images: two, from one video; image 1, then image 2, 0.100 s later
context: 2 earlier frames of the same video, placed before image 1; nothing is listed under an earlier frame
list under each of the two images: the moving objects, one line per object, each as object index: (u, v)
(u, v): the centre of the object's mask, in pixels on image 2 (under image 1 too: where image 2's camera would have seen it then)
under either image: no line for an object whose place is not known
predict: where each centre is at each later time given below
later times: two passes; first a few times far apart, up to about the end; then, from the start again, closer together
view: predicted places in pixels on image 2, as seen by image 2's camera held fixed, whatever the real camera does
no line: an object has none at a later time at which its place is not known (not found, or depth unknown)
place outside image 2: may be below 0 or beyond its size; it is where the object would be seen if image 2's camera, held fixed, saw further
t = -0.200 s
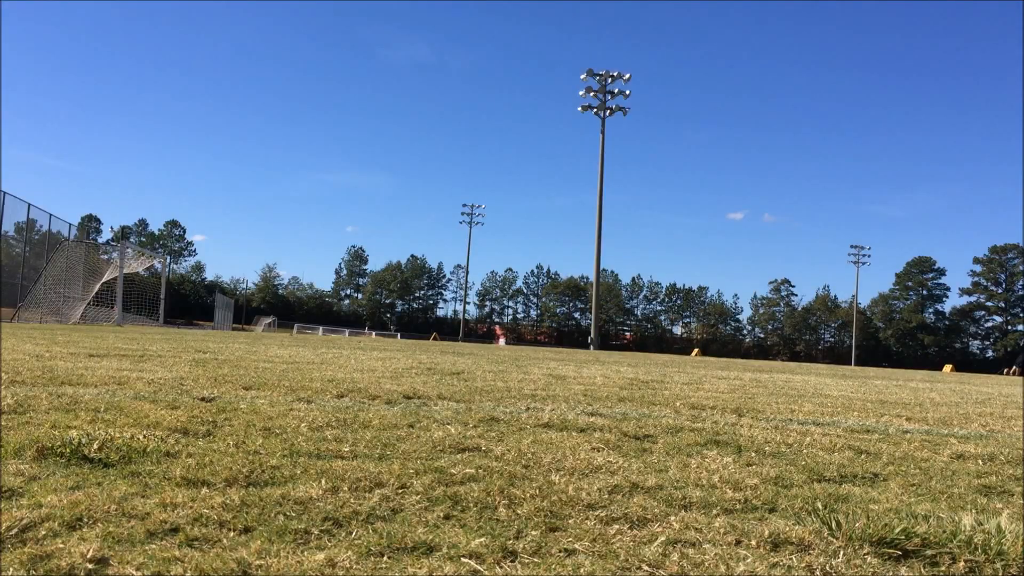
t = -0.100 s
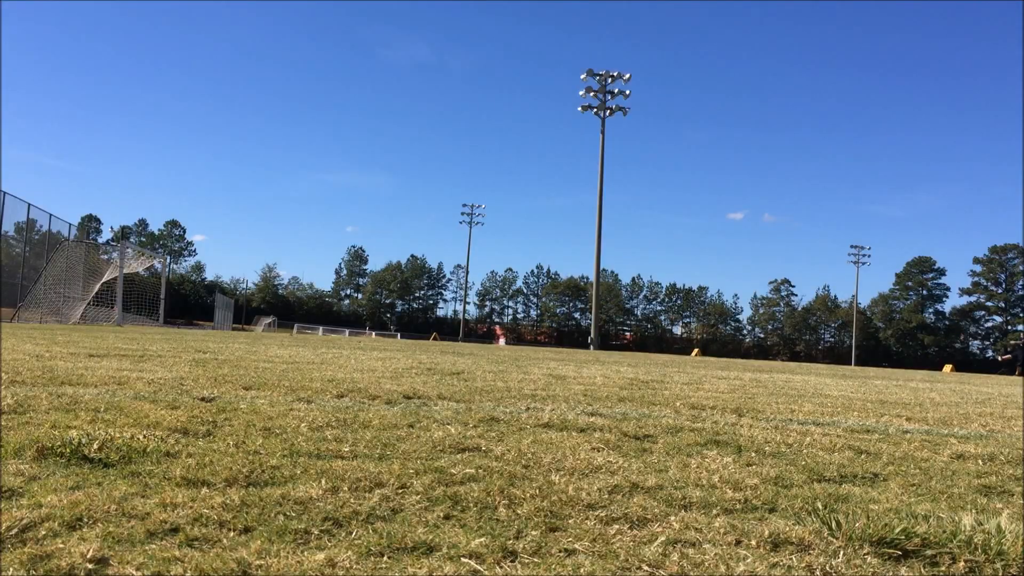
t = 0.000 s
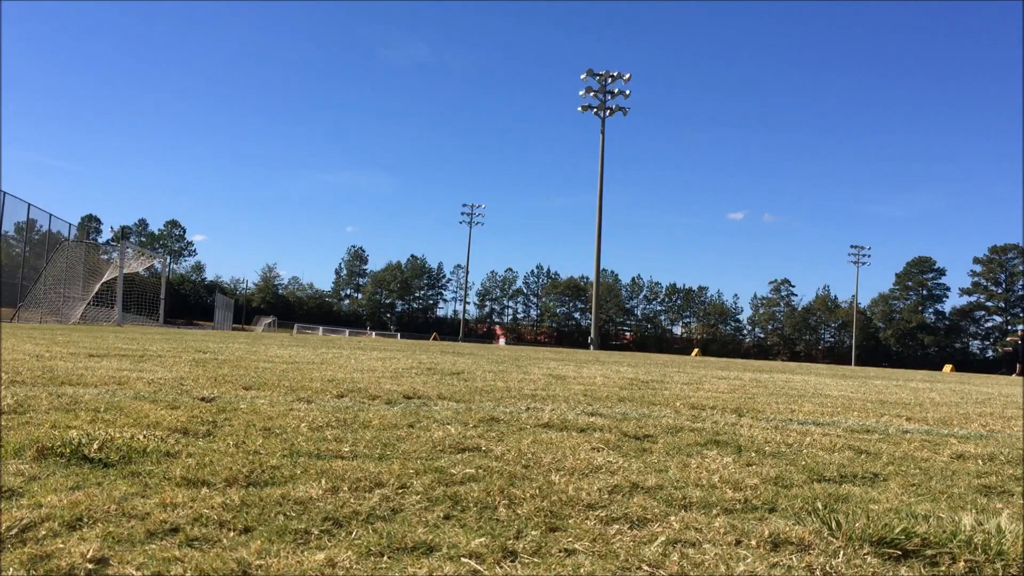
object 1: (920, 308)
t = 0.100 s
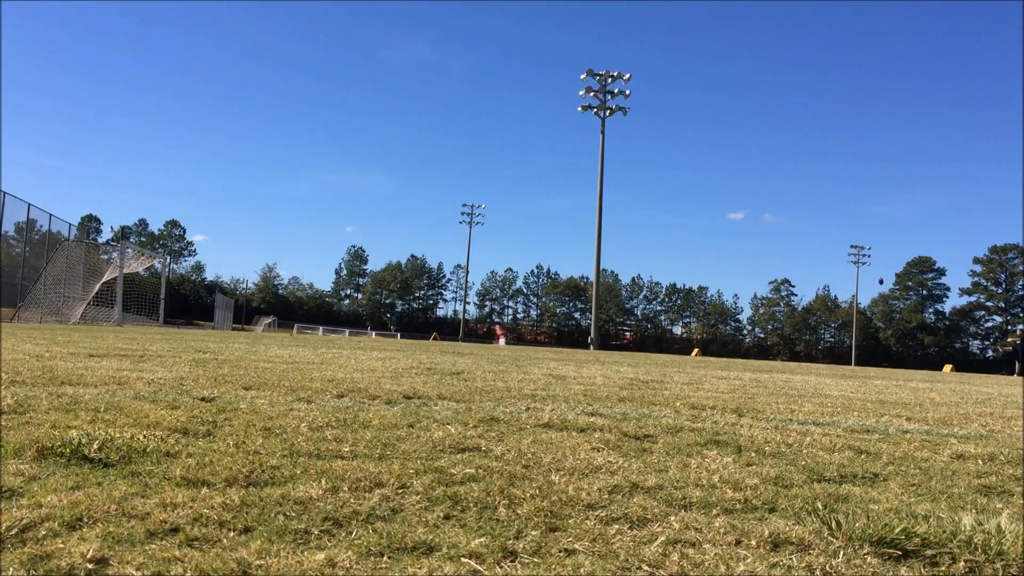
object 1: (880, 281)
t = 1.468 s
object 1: (366, 166)
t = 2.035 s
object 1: (162, 255)
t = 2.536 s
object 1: (207, 312)
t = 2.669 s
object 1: (213, 310)
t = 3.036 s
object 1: (228, 326)
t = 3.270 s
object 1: (233, 317)
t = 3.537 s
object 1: (242, 322)
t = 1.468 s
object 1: (366, 166)
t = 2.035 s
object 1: (162, 255)
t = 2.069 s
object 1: (162, 259)
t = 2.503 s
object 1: (205, 313)
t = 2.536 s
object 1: (207, 312)
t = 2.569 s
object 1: (208, 311)
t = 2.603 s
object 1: (210, 310)
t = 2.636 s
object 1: (211, 310)
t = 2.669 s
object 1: (213, 310)
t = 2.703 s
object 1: (214, 310)
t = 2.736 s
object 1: (216, 311)
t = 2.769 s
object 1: (217, 312)
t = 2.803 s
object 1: (219, 313)
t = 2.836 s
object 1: (220, 314)
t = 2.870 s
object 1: (221, 316)
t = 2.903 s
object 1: (223, 319)
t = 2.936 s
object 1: (224, 322)
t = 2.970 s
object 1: (225, 325)
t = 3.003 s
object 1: (227, 327)
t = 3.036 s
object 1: (228, 326)
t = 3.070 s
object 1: (229, 325)
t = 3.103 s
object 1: (231, 321)
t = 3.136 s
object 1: (231, 321)
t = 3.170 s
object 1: (231, 320)
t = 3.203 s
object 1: (232, 319)
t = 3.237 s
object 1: (232, 318)
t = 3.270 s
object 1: (233, 317)
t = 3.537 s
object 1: (242, 322)
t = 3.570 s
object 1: (244, 326)
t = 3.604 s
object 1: (245, 328)
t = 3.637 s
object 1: (246, 328)
